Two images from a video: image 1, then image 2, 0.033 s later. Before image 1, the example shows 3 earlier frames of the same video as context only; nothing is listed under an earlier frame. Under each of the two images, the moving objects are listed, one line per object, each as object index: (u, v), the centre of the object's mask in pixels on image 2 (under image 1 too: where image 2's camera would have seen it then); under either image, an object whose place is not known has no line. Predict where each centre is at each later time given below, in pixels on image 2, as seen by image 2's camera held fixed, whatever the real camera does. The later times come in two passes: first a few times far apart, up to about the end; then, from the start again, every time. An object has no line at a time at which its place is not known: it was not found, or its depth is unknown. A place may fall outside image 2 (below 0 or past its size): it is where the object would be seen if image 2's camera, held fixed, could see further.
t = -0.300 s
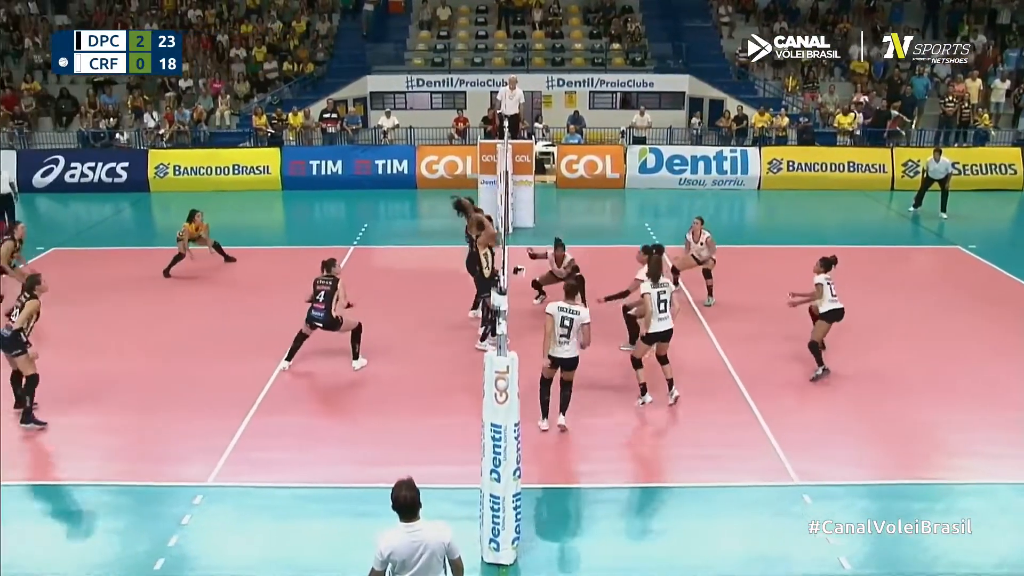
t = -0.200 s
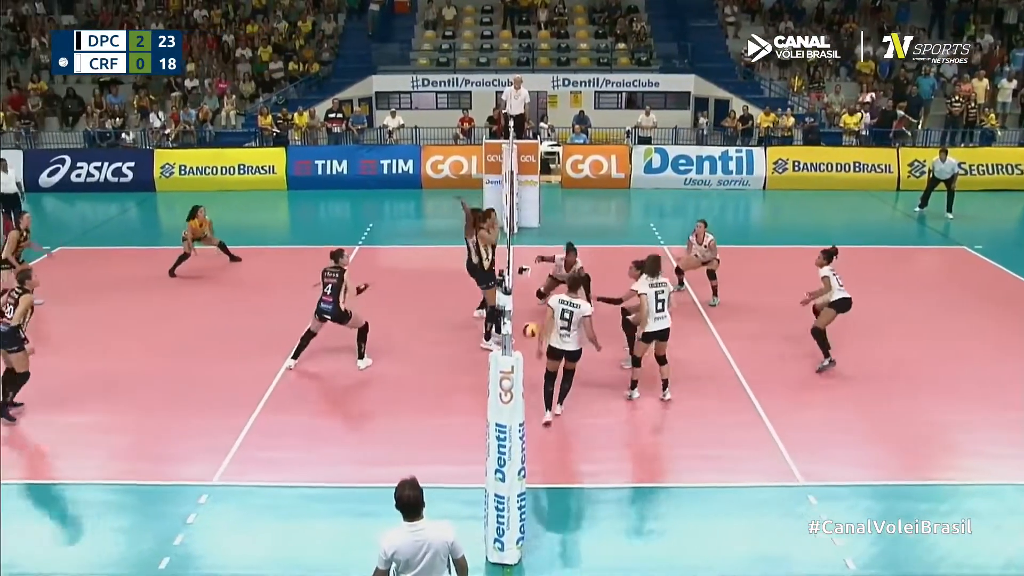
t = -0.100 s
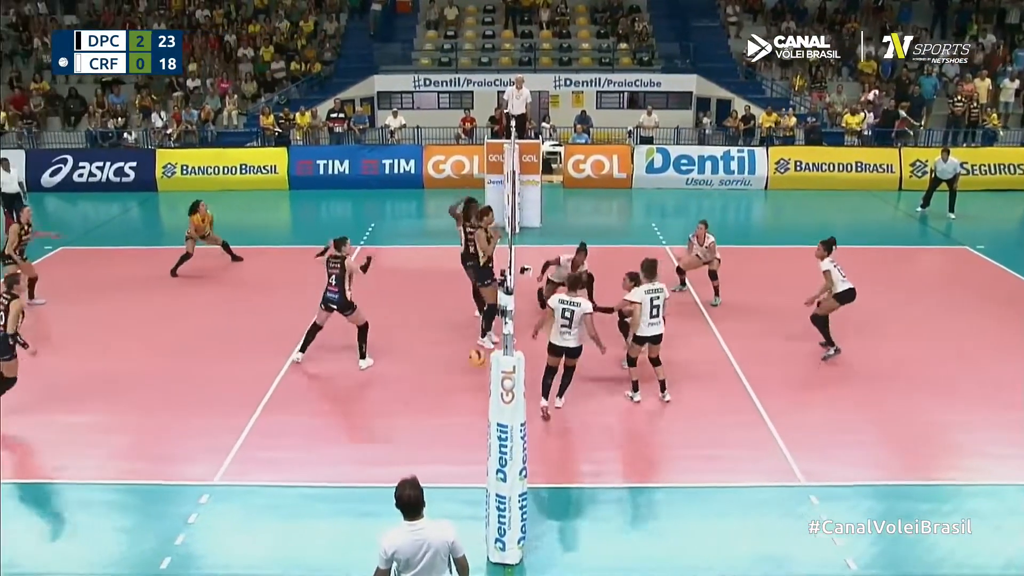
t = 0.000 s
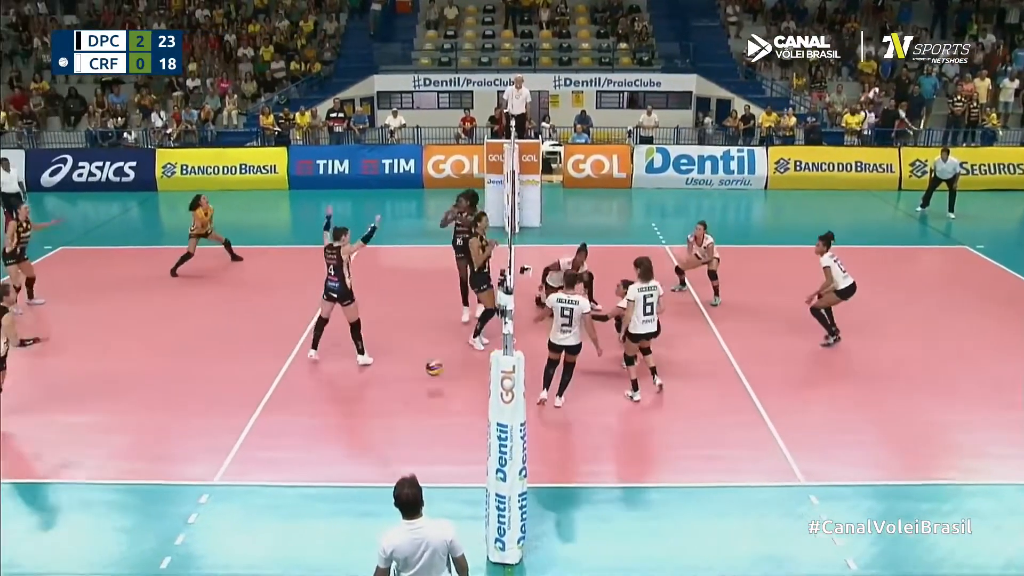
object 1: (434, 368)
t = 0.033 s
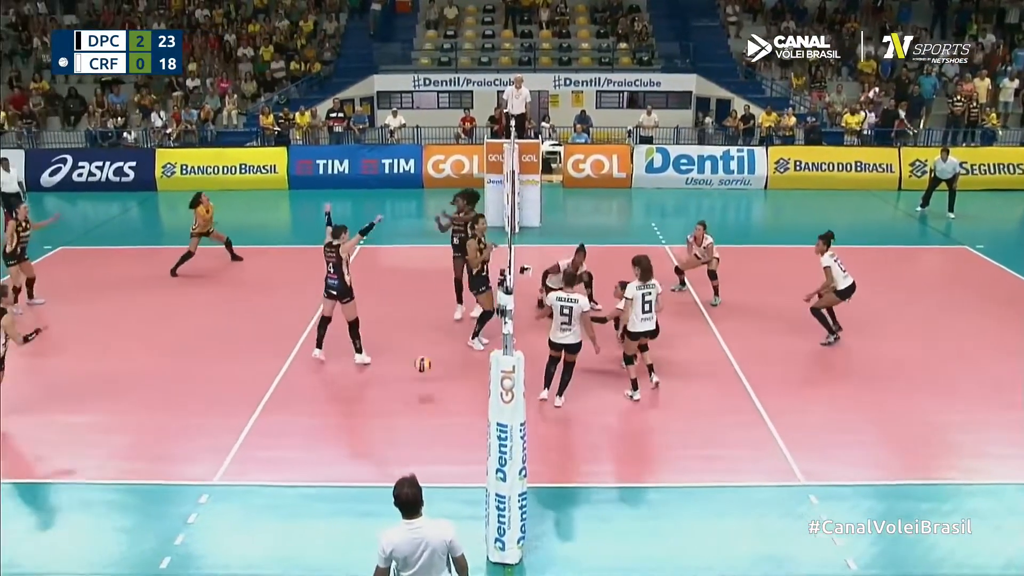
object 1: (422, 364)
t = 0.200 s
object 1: (367, 358)
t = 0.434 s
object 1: (286, 385)
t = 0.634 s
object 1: (215, 415)
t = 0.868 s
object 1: (127, 423)
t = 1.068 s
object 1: (49, 464)
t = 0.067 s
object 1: (412, 361)
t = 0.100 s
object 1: (401, 359)
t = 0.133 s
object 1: (389, 357)
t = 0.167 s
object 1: (377, 357)
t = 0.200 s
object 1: (367, 358)
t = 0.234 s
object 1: (355, 359)
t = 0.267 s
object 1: (344, 361)
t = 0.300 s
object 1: (332, 365)
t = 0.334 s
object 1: (320, 368)
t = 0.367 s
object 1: (309, 372)
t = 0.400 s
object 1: (298, 379)
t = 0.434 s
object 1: (286, 385)
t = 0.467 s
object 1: (274, 394)
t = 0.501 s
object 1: (264, 402)
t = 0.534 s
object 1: (253, 411)
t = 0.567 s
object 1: (241, 421)
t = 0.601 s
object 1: (228, 416)
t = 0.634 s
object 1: (215, 415)
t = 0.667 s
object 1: (203, 413)
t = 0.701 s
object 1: (191, 413)
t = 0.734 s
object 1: (178, 413)
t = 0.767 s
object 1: (165, 414)
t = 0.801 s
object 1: (152, 417)
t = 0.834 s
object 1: (139, 419)
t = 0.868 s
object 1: (127, 423)
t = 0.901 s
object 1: (114, 428)
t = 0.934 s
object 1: (101, 434)
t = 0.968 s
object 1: (88, 442)
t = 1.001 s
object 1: (76, 450)
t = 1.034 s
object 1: (63, 459)
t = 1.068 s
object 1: (49, 464)
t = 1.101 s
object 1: (34, 462)
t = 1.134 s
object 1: (19, 462)
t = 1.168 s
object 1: (4, 462)
